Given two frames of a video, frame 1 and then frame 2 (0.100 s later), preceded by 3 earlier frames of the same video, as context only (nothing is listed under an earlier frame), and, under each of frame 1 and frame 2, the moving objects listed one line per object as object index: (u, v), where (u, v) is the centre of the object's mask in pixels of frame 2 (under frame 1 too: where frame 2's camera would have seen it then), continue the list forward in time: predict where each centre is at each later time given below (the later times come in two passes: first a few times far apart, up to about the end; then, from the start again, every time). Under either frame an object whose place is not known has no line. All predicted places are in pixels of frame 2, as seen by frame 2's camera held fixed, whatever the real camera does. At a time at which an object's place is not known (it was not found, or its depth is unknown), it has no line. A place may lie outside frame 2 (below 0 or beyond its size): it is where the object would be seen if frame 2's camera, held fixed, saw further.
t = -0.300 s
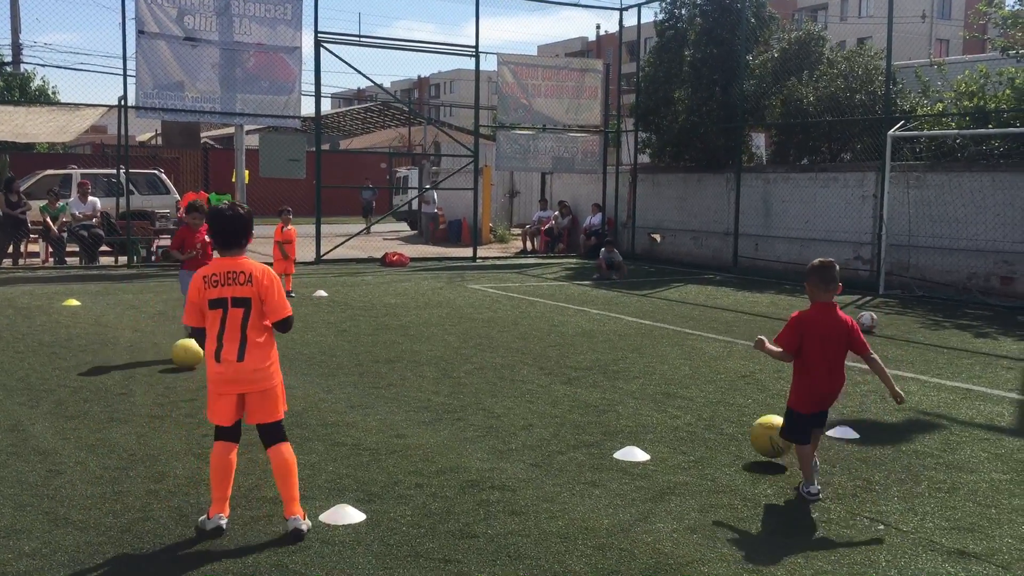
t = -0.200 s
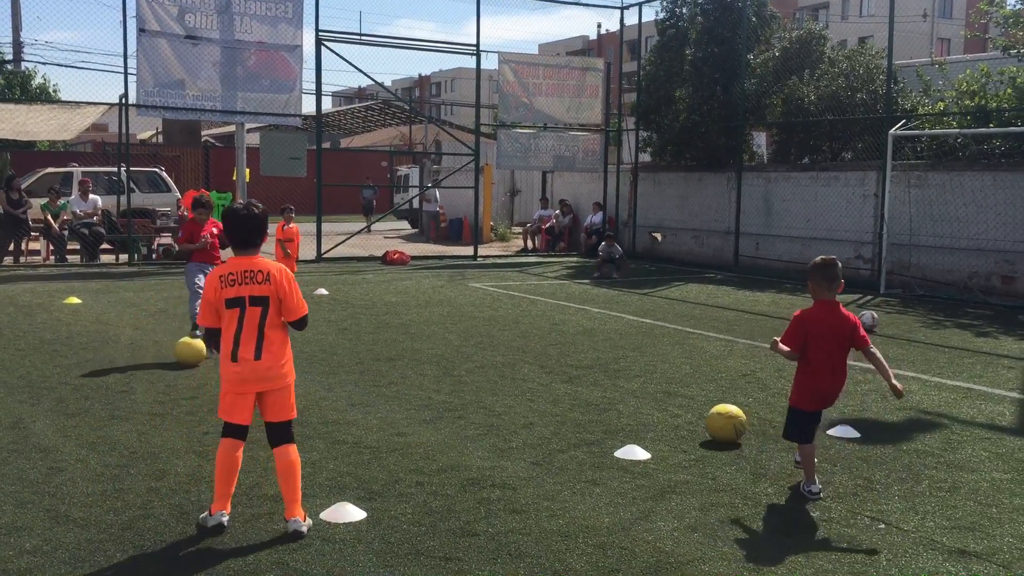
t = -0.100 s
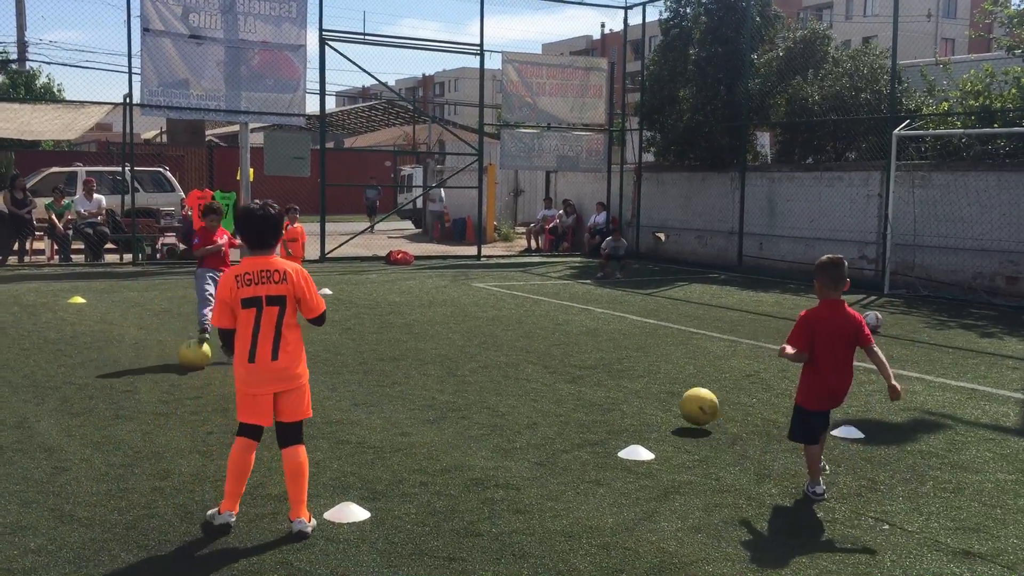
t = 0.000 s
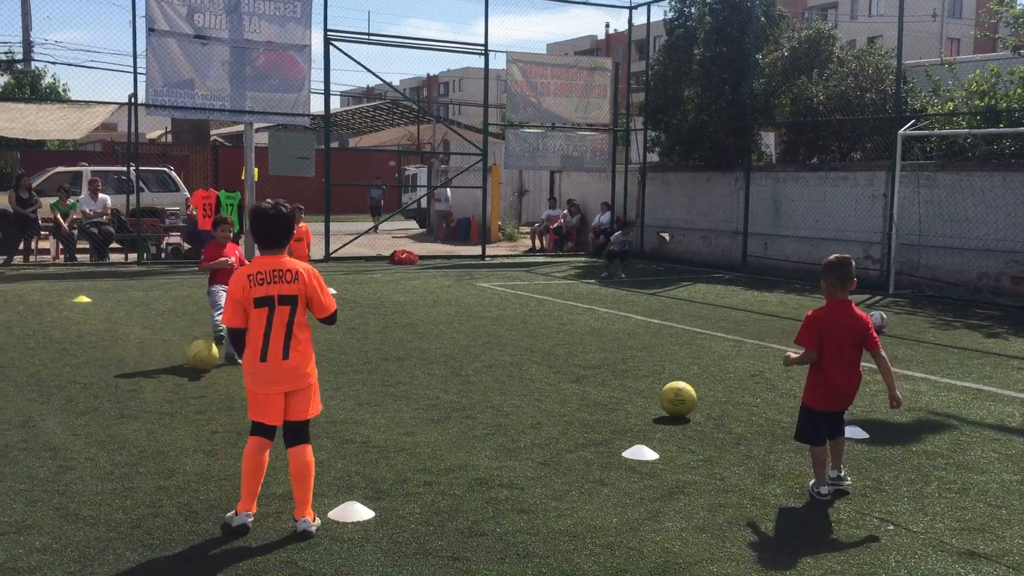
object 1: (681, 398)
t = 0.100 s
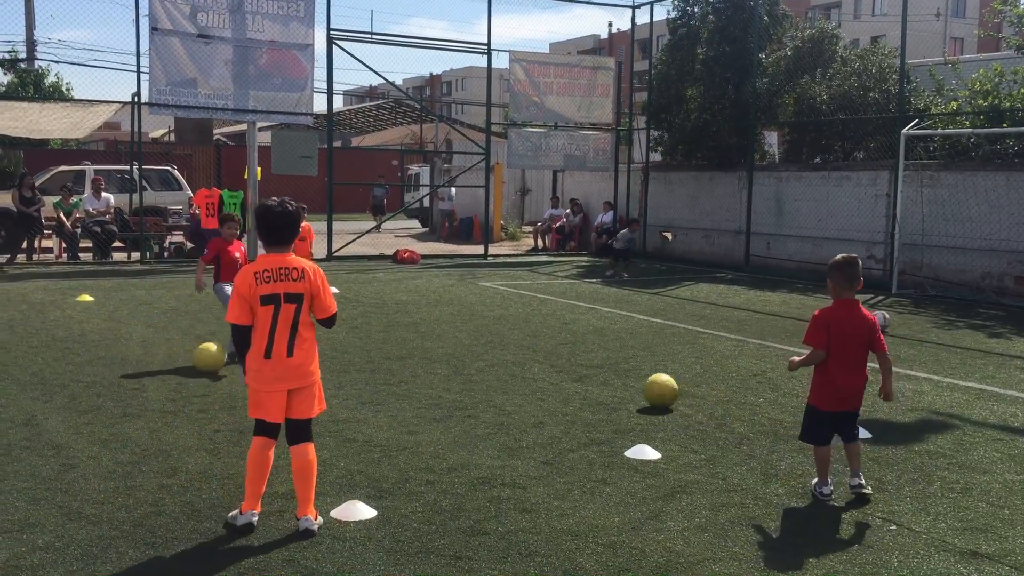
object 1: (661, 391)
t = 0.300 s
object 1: (627, 376)
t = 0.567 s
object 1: (589, 359)
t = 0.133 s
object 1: (655, 387)
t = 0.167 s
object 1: (648, 386)
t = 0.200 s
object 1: (643, 383)
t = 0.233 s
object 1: (637, 380)
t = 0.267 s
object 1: (632, 377)
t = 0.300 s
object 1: (627, 376)
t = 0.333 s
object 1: (621, 375)
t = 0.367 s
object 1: (616, 371)
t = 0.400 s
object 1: (612, 368)
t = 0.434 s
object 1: (607, 367)
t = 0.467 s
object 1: (602, 367)
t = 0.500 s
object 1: (598, 363)
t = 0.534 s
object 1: (594, 361)
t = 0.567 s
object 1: (589, 359)
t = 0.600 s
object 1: (585, 360)
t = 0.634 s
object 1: (577, 354)
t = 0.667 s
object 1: (573, 353)
